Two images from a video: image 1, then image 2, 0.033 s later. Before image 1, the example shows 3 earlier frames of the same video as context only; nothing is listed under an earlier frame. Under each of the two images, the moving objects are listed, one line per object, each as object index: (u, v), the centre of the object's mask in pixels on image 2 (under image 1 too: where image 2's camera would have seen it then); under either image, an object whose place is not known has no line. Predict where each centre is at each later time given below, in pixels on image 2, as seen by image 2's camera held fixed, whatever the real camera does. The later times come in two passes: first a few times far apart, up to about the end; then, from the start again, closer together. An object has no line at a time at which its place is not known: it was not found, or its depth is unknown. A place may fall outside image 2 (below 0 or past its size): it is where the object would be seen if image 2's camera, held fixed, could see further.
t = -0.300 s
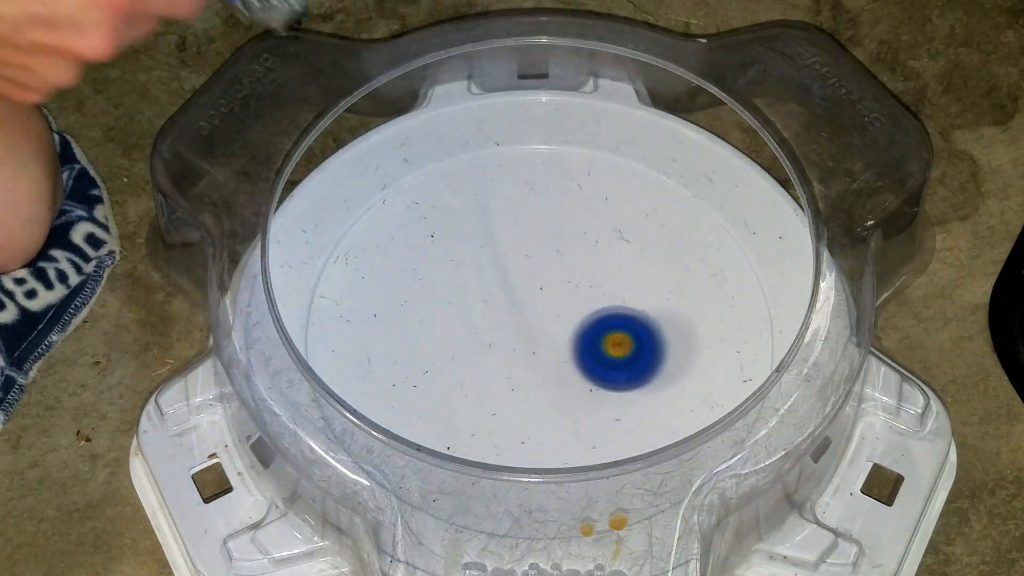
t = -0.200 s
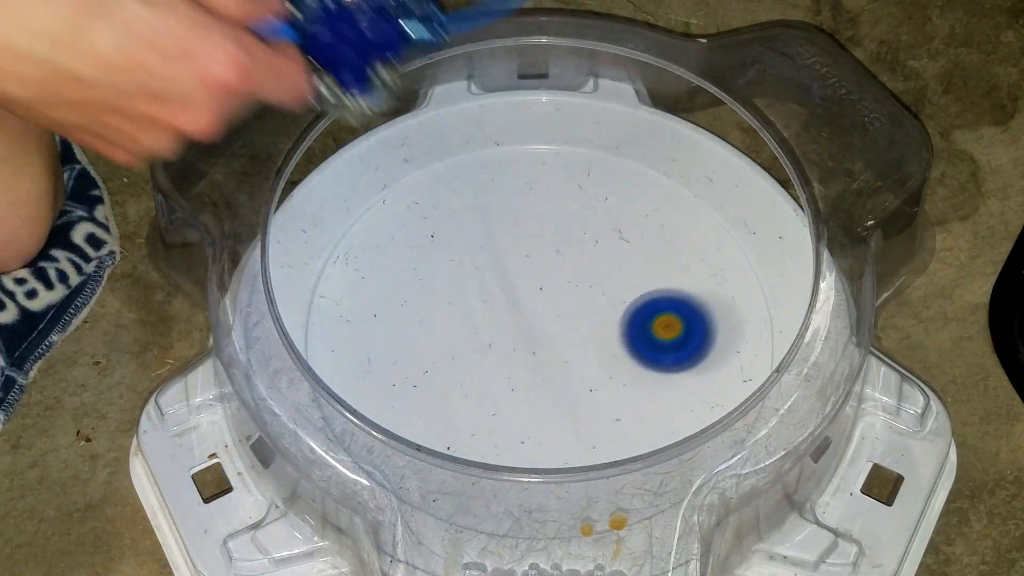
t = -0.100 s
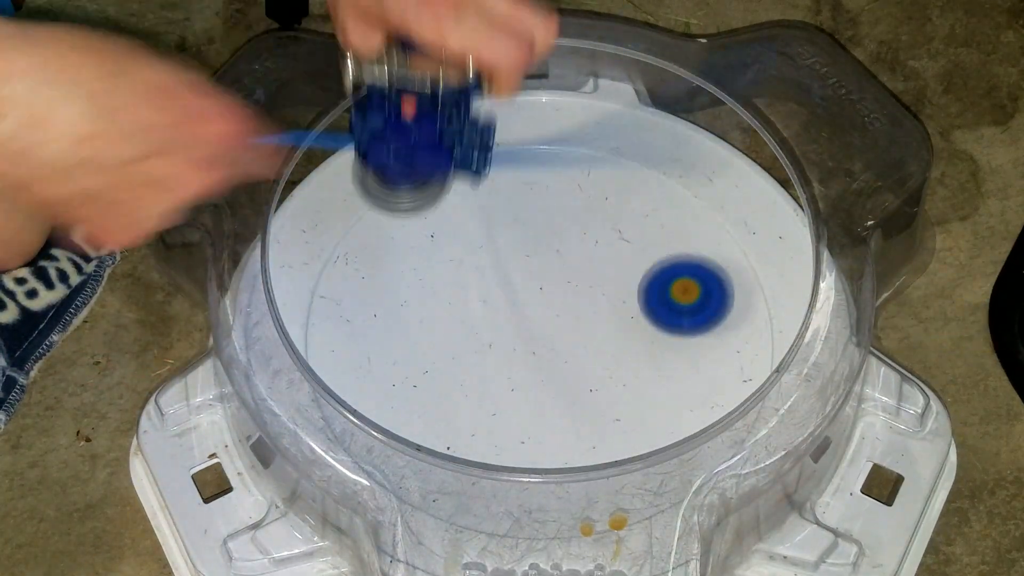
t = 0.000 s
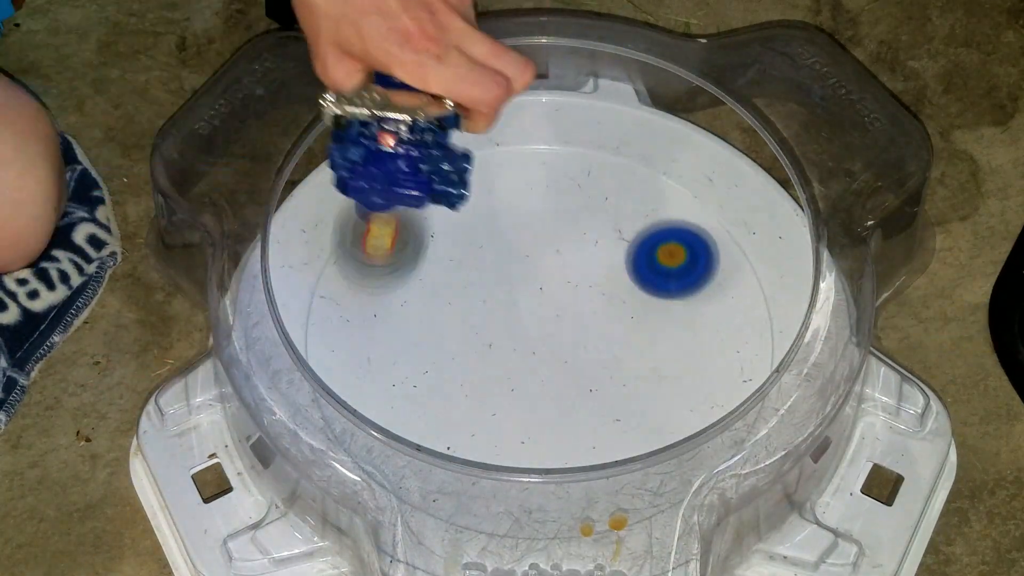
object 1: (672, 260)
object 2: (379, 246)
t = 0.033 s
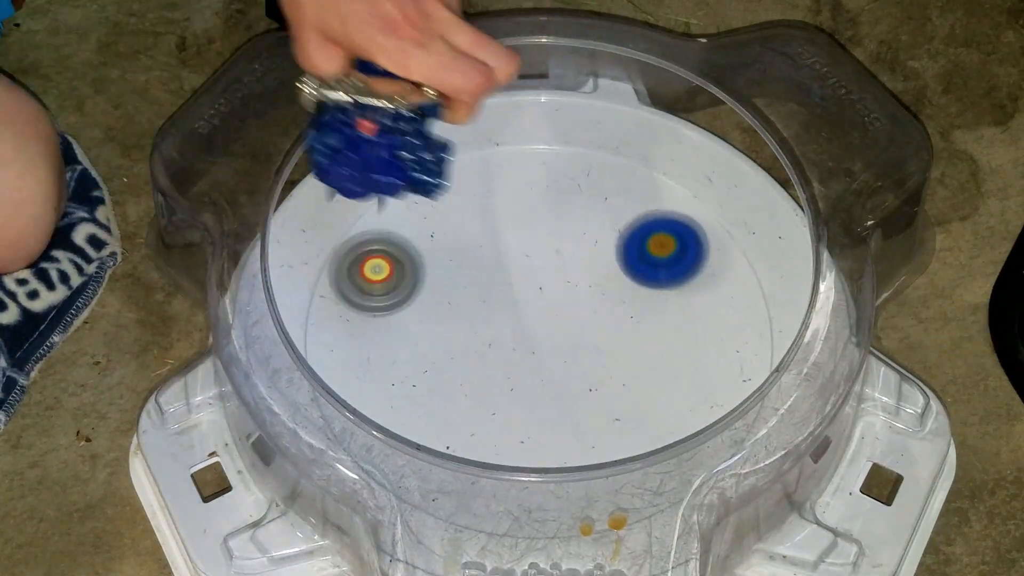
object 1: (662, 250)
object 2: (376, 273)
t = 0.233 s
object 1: (577, 251)
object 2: (460, 389)
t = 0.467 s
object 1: (544, 342)
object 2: (629, 384)
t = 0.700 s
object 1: (600, 378)
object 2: (684, 289)
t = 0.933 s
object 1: (643, 354)
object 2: (599, 235)
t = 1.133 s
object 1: (619, 328)
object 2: (547, 278)
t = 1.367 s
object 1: (595, 373)
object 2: (507, 318)
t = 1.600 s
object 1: (625, 378)
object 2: (529, 347)
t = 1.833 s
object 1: (600, 353)
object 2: (499, 323)
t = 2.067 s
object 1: (543, 375)
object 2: (456, 336)
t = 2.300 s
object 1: (547, 410)
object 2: (430, 373)
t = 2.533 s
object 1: (579, 389)
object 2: (449, 363)
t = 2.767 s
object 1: (591, 345)
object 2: (441, 331)
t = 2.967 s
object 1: (551, 315)
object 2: (433, 302)
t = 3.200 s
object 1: (550, 318)
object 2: (431, 298)
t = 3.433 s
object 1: (549, 309)
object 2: (454, 276)
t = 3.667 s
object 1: (573, 307)
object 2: (473, 266)
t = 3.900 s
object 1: (594, 302)
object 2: (496, 251)
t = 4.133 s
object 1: (638, 332)
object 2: (466, 244)
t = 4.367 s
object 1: (689, 314)
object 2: (473, 252)
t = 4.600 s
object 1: (657, 301)
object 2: (497, 285)
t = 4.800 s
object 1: (621, 313)
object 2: (522, 305)
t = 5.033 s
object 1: (610, 334)
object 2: (521, 307)
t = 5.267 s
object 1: (617, 358)
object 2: (492, 311)
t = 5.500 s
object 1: (601, 356)
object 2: (486, 319)
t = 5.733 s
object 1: (580, 361)
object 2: (487, 328)
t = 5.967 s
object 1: (556, 379)
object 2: (473, 319)
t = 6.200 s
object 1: (541, 374)
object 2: (469, 307)
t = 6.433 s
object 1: (532, 375)
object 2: (474, 286)
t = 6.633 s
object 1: (529, 371)
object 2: (471, 268)
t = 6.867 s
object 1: (521, 350)
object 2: (478, 265)
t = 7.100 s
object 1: (519, 347)
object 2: (499, 261)
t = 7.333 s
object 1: (519, 349)
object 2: (536, 269)
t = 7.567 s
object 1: (524, 354)
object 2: (560, 278)
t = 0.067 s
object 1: (652, 244)
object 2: (385, 275)
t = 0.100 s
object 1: (639, 240)
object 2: (397, 292)
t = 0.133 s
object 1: (624, 239)
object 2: (410, 320)
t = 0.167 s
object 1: (608, 241)
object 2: (425, 351)
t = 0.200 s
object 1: (591, 245)
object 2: (442, 370)
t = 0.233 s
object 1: (577, 251)
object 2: (460, 389)
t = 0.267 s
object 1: (564, 261)
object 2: (483, 401)
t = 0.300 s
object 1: (553, 273)
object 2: (506, 408)
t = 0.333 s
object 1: (546, 286)
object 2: (529, 408)
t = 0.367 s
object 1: (541, 299)
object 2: (556, 406)
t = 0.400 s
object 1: (539, 313)
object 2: (582, 402)
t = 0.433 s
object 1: (540, 328)
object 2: (608, 395)
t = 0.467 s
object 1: (544, 342)
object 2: (629, 384)
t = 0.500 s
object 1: (549, 353)
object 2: (647, 371)
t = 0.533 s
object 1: (556, 363)
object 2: (662, 357)
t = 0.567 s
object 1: (563, 370)
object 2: (676, 341)
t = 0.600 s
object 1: (571, 376)
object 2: (686, 326)
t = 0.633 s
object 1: (580, 380)
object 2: (690, 311)
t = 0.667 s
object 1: (590, 380)
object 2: (689, 299)
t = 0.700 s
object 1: (600, 378)
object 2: (684, 289)
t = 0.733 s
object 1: (610, 376)
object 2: (677, 277)
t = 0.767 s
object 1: (617, 373)
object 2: (668, 265)
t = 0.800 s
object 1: (623, 368)
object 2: (658, 256)
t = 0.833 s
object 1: (629, 364)
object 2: (646, 248)
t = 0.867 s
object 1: (635, 361)
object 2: (633, 241)
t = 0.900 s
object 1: (639, 357)
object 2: (616, 236)
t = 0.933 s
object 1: (643, 354)
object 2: (599, 235)
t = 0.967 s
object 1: (643, 348)
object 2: (584, 237)
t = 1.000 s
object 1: (644, 343)
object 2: (571, 243)
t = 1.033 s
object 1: (641, 337)
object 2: (561, 250)
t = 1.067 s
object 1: (634, 331)
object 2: (553, 257)
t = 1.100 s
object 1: (626, 327)
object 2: (550, 268)
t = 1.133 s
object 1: (619, 328)
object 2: (547, 278)
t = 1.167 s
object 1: (619, 337)
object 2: (536, 280)
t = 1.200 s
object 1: (617, 345)
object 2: (526, 282)
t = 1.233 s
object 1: (614, 350)
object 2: (519, 284)
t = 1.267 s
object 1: (609, 356)
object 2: (512, 287)
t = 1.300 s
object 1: (602, 362)
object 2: (508, 294)
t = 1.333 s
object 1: (599, 368)
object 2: (506, 306)
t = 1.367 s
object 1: (595, 373)
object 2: (507, 318)
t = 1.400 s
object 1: (593, 377)
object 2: (512, 330)
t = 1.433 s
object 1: (602, 384)
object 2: (510, 335)
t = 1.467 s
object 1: (608, 391)
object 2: (508, 335)
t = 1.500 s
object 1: (612, 393)
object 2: (510, 336)
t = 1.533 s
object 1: (618, 391)
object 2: (515, 339)
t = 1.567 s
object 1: (623, 386)
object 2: (522, 344)
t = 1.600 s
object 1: (625, 378)
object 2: (529, 347)
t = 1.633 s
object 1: (629, 375)
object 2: (524, 344)
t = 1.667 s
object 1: (629, 370)
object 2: (520, 340)
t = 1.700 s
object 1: (627, 364)
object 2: (517, 335)
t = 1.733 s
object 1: (622, 359)
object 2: (515, 332)
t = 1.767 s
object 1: (612, 355)
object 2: (514, 330)
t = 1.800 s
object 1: (605, 354)
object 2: (507, 327)
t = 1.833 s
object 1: (600, 353)
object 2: (499, 323)
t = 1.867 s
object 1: (593, 352)
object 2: (490, 320)
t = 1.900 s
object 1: (585, 352)
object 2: (483, 320)
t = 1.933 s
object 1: (575, 353)
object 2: (478, 324)
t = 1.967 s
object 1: (564, 357)
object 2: (472, 330)
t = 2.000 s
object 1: (556, 361)
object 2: (465, 333)
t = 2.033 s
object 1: (549, 368)
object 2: (459, 334)
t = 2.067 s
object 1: (543, 375)
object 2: (456, 336)
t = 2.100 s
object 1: (541, 382)
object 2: (452, 339)
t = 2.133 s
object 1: (538, 387)
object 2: (446, 342)
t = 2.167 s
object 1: (534, 392)
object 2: (442, 348)
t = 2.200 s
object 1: (532, 396)
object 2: (442, 355)
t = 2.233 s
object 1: (534, 401)
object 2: (440, 363)
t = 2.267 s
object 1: (541, 406)
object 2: (433, 368)
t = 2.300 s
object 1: (547, 410)
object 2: (430, 373)
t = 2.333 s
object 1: (552, 410)
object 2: (430, 377)
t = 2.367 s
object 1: (554, 407)
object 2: (433, 379)
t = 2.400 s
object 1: (556, 403)
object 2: (438, 379)
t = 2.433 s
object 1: (556, 398)
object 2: (444, 378)
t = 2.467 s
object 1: (557, 393)
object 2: (452, 376)
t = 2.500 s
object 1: (558, 388)
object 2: (457, 372)
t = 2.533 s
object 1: (579, 389)
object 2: (449, 363)
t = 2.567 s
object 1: (593, 387)
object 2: (445, 357)
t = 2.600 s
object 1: (599, 384)
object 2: (443, 353)
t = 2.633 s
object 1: (600, 378)
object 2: (443, 350)
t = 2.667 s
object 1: (600, 370)
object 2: (443, 348)
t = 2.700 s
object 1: (599, 362)
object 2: (441, 345)
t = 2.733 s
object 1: (596, 354)
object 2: (441, 339)
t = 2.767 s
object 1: (591, 345)
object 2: (441, 331)
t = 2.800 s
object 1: (585, 338)
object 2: (441, 325)
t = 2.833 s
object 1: (577, 331)
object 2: (443, 321)
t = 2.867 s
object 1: (567, 325)
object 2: (445, 319)
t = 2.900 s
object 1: (557, 320)
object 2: (446, 318)
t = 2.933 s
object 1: (546, 316)
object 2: (447, 315)
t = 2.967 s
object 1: (551, 315)
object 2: (433, 302)
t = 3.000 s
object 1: (552, 314)
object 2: (430, 299)
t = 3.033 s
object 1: (550, 314)
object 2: (430, 298)
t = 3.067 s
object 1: (546, 314)
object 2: (432, 298)
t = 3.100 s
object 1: (541, 312)
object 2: (436, 300)
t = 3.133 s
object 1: (536, 312)
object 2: (439, 303)
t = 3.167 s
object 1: (545, 315)
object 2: (433, 301)
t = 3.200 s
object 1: (550, 318)
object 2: (431, 298)
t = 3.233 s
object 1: (551, 318)
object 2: (433, 290)
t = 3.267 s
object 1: (551, 314)
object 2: (437, 283)
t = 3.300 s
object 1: (550, 309)
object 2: (441, 279)
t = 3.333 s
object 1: (547, 306)
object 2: (446, 277)
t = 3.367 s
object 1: (544, 305)
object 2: (452, 277)
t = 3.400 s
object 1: (546, 307)
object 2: (454, 276)
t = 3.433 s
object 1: (549, 309)
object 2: (454, 276)
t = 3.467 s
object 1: (551, 310)
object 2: (456, 277)
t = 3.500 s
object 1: (552, 311)
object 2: (460, 280)
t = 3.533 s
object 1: (554, 312)
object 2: (464, 281)
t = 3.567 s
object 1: (560, 314)
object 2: (466, 280)
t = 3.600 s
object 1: (564, 314)
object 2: (468, 278)
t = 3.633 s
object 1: (567, 311)
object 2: (469, 272)
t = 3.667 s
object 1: (573, 307)
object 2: (473, 266)
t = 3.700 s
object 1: (578, 304)
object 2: (482, 260)
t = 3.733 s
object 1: (581, 299)
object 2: (491, 256)
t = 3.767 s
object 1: (581, 295)
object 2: (499, 253)
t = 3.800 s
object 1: (587, 298)
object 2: (500, 251)
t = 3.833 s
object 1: (592, 301)
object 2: (500, 250)
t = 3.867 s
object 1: (594, 302)
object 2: (498, 249)
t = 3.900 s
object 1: (594, 302)
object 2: (496, 251)
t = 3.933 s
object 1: (592, 303)
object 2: (494, 255)
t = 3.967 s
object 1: (591, 303)
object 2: (493, 260)
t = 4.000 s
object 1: (589, 303)
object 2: (491, 264)
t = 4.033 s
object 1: (587, 303)
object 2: (493, 266)
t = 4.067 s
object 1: (587, 304)
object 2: (498, 268)
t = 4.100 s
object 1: (615, 320)
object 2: (481, 255)
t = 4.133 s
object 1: (638, 332)
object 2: (466, 244)
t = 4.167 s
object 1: (652, 338)
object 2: (459, 239)
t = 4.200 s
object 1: (662, 340)
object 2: (457, 238)
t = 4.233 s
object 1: (670, 338)
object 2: (458, 239)
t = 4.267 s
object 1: (677, 333)
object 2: (462, 241)
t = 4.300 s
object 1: (683, 327)
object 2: (465, 244)
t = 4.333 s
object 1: (687, 320)
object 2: (469, 248)
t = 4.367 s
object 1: (689, 314)
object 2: (473, 252)
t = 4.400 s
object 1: (687, 308)
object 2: (476, 257)
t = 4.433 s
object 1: (684, 304)
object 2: (479, 261)
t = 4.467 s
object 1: (679, 302)
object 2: (483, 266)
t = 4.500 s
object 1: (674, 301)
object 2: (486, 271)
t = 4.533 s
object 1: (669, 301)
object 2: (490, 276)
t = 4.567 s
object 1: (663, 301)
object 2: (493, 280)
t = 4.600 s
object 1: (657, 301)
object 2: (497, 285)
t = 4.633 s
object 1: (651, 302)
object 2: (502, 289)
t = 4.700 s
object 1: (638, 305)
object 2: (510, 296)
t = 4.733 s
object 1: (631, 308)
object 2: (514, 300)
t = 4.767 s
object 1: (626, 310)
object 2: (518, 303)
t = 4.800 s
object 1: (621, 313)
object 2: (522, 305)
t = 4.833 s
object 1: (618, 315)
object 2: (525, 307)
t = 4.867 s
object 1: (617, 317)
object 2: (525, 307)
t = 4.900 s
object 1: (617, 320)
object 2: (525, 306)
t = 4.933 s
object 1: (615, 324)
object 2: (525, 305)
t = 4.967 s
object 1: (613, 327)
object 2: (524, 306)
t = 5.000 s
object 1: (612, 331)
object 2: (523, 306)
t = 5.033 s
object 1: (610, 334)
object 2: (521, 307)
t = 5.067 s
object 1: (607, 337)
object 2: (520, 309)
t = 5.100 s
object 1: (605, 340)
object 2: (518, 309)
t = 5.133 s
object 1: (615, 349)
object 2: (506, 306)
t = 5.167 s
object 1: (619, 355)
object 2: (499, 306)
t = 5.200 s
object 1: (619, 357)
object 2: (496, 307)
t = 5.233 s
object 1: (618, 358)
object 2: (494, 309)
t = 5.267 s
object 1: (617, 358)
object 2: (492, 311)
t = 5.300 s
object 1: (615, 357)
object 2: (491, 312)
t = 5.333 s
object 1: (613, 357)
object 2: (489, 313)
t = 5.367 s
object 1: (611, 356)
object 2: (489, 315)
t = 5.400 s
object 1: (609, 356)
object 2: (488, 316)
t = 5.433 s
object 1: (606, 355)
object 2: (487, 317)
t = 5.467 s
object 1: (603, 355)
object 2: (487, 318)
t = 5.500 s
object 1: (601, 356)
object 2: (486, 319)
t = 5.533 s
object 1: (598, 356)
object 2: (486, 320)
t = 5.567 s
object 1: (595, 357)
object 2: (486, 321)
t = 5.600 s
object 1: (592, 357)
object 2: (486, 323)
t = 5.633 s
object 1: (589, 358)
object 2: (486, 324)
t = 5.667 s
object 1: (587, 359)
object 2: (486, 325)
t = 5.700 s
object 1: (583, 360)
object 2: (486, 326)
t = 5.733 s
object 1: (580, 361)
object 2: (487, 328)
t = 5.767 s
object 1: (578, 362)
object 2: (487, 328)
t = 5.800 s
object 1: (577, 365)
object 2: (484, 327)
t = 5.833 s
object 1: (571, 368)
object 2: (483, 327)
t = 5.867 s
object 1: (567, 372)
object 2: (481, 326)
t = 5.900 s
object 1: (561, 375)
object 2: (480, 326)
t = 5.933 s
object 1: (558, 378)
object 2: (476, 322)
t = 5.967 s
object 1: (556, 379)
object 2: (473, 319)
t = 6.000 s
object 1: (554, 379)
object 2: (472, 317)
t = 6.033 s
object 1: (552, 377)
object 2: (471, 316)
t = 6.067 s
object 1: (550, 376)
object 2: (471, 316)
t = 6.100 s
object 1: (547, 375)
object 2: (472, 315)
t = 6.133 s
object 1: (545, 373)
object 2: (472, 314)
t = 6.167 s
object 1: (544, 374)
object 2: (471, 311)
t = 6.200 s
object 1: (541, 374)
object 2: (469, 307)
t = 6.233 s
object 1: (539, 374)
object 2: (470, 305)
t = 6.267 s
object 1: (537, 373)
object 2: (471, 303)
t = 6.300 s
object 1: (535, 372)
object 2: (472, 301)
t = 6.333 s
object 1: (533, 370)
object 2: (474, 299)
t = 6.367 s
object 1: (531, 369)
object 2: (475, 298)
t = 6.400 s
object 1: (529, 368)
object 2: (477, 296)
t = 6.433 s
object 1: (532, 375)
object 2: (474, 286)
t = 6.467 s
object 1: (533, 379)
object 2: (472, 279)
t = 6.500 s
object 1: (533, 379)
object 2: (471, 276)
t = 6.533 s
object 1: (532, 378)
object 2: (470, 273)
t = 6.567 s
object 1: (530, 376)
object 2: (470, 271)
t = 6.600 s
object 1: (529, 374)
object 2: (471, 269)
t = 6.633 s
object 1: (529, 371)
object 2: (471, 268)
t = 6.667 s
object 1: (528, 369)
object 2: (471, 267)
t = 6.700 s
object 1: (527, 366)
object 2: (472, 265)
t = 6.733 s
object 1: (526, 363)
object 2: (473, 265)
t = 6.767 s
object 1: (525, 360)
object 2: (474, 265)
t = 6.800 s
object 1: (523, 357)
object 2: (476, 264)
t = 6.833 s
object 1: (522, 354)
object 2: (477, 265)
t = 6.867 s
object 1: (521, 350)
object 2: (478, 265)
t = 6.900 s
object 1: (519, 347)
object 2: (481, 265)
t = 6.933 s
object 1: (518, 344)
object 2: (483, 265)
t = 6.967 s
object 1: (518, 347)
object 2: (484, 262)
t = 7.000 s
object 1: (519, 350)
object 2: (486, 259)
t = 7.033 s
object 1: (519, 350)
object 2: (490, 258)
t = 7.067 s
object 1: (519, 349)
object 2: (494, 259)
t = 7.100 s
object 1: (519, 347)
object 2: (499, 261)
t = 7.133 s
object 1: (520, 345)
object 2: (504, 262)
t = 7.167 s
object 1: (520, 345)
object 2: (511, 263)
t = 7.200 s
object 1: (521, 347)
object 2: (516, 263)
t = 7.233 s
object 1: (521, 347)
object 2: (521, 264)
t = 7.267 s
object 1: (521, 347)
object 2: (527, 266)
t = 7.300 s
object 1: (520, 349)
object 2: (531, 267)
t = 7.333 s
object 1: (519, 349)
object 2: (536, 269)
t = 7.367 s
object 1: (519, 348)
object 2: (540, 271)
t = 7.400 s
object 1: (519, 350)
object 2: (546, 271)
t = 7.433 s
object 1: (519, 352)
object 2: (551, 270)
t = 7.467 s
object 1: (520, 353)
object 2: (554, 270)
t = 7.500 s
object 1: (521, 353)
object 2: (556, 272)
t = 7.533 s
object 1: (523, 354)
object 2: (558, 275)
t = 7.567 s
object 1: (524, 354)
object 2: (560, 278)
